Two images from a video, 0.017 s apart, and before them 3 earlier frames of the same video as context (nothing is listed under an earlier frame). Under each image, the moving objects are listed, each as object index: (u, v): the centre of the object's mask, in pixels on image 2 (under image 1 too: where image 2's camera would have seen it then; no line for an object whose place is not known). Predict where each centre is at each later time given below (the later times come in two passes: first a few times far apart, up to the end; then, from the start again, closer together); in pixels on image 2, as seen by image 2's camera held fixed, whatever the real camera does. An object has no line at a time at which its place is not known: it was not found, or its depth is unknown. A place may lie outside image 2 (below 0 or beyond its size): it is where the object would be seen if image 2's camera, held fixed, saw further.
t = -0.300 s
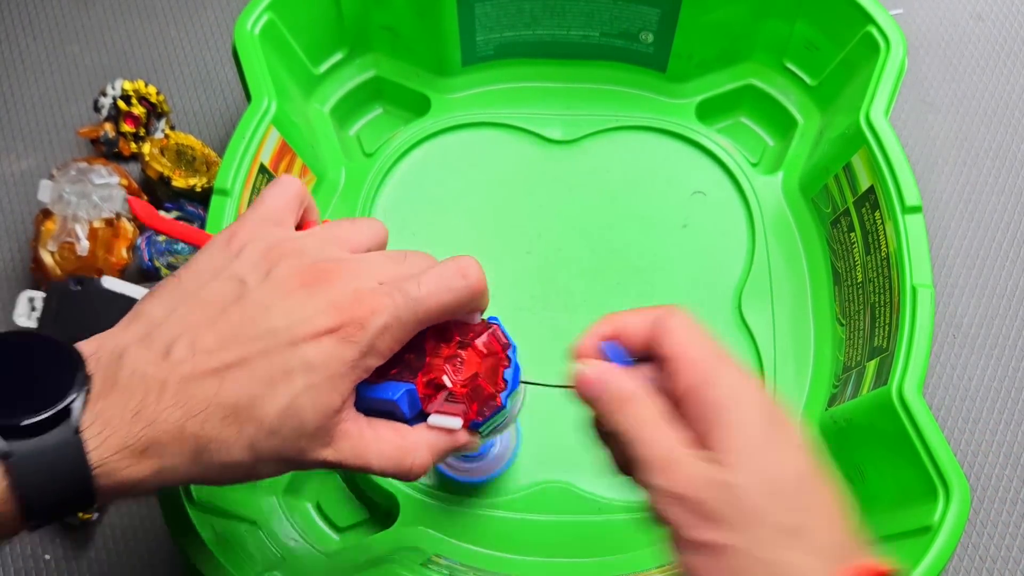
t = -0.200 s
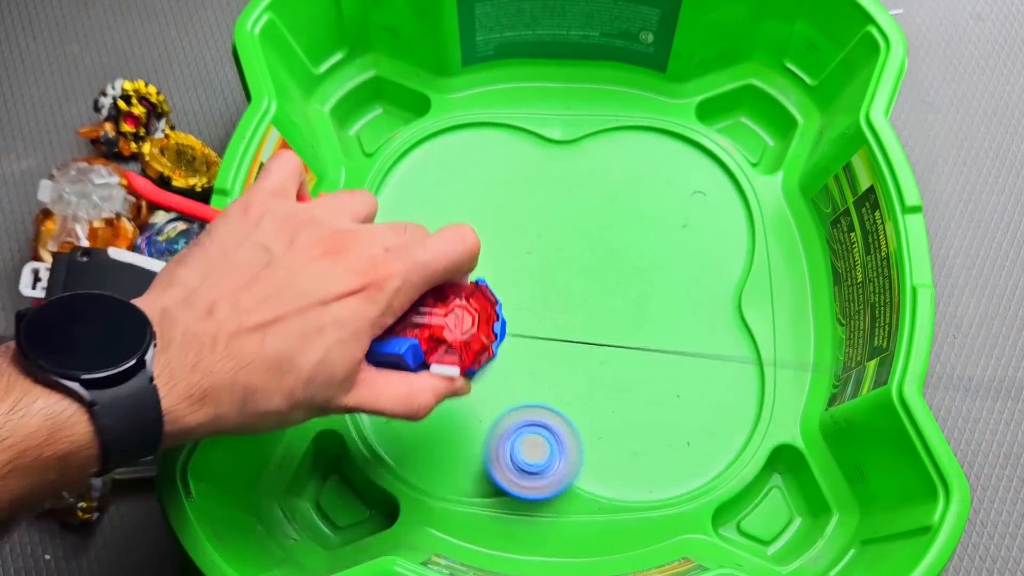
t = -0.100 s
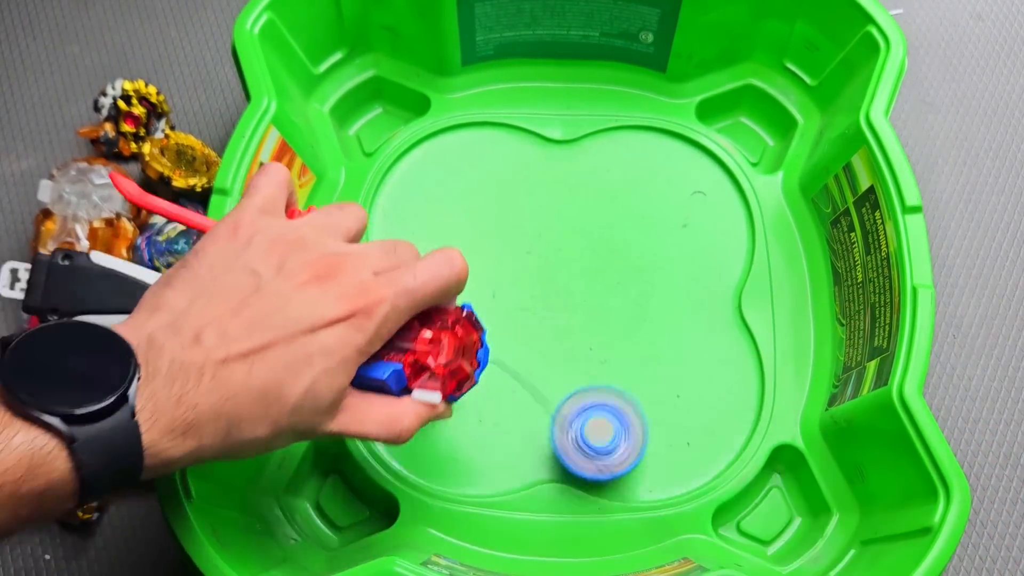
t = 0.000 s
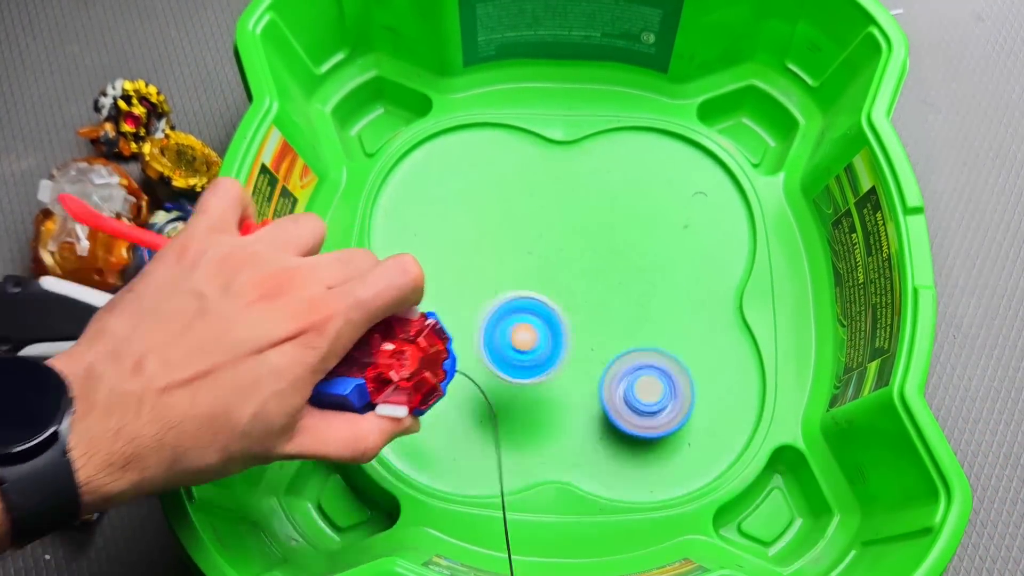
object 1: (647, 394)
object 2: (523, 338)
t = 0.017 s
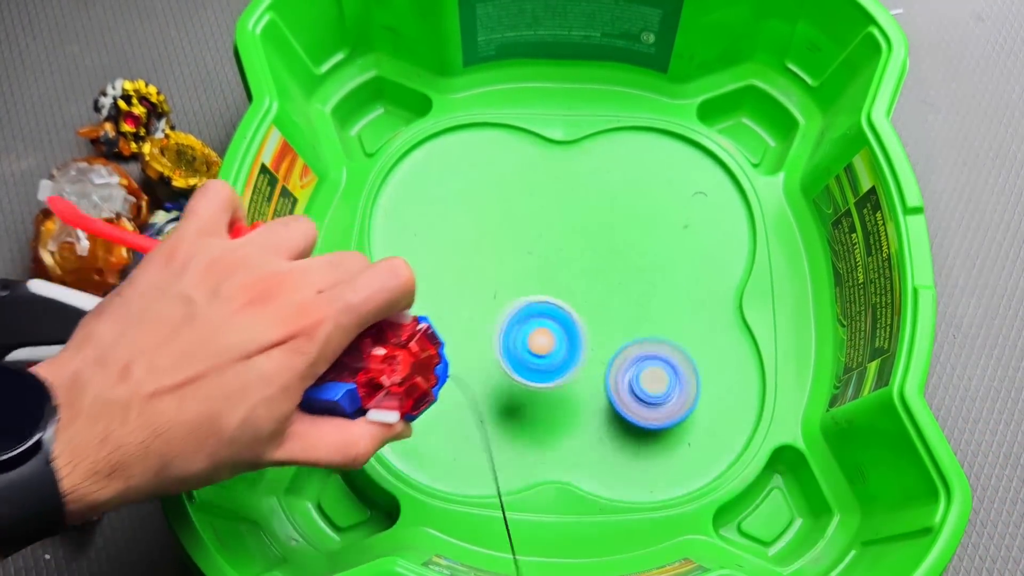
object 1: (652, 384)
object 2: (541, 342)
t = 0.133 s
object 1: (752, 320)
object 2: (590, 305)
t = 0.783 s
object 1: (518, 199)
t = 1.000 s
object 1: (488, 356)
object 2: (763, 371)
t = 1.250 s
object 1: (651, 459)
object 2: (577, 129)
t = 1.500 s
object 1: (745, 384)
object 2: (418, 353)
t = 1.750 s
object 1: (669, 248)
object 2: (700, 426)
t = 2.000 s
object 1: (487, 223)
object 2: (637, 158)
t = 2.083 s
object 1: (438, 250)
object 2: (563, 128)
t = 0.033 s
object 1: (657, 375)
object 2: (556, 349)
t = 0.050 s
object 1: (669, 366)
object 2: (564, 354)
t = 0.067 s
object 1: (690, 358)
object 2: (563, 352)
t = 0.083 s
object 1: (708, 349)
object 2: (570, 338)
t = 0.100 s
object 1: (721, 339)
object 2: (577, 326)
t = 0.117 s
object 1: (737, 329)
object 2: (584, 314)
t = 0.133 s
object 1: (752, 320)
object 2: (590, 305)
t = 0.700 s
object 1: (561, 165)
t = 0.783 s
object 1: (518, 199)
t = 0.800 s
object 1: (511, 209)
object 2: (524, 412)
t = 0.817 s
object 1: (504, 219)
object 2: (546, 423)
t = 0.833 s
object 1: (497, 228)
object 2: (569, 432)
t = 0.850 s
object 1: (490, 239)
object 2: (593, 439)
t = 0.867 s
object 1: (485, 250)
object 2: (618, 443)
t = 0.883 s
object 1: (481, 262)
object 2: (643, 445)
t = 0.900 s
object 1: (478, 275)
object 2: (669, 445)
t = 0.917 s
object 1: (476, 289)
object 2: (695, 443)
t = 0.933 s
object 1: (475, 303)
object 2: (721, 439)
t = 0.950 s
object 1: (476, 316)
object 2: (746, 432)
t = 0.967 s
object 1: (479, 329)
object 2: (757, 414)
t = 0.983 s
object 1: (482, 343)
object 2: (760, 392)
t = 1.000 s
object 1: (488, 356)
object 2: (763, 371)
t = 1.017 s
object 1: (495, 369)
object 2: (763, 353)
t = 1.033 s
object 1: (503, 382)
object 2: (754, 332)
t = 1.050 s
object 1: (512, 394)
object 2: (736, 310)
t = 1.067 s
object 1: (521, 405)
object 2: (719, 290)
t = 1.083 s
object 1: (531, 414)
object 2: (706, 267)
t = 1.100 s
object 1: (542, 422)
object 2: (692, 247)
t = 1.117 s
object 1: (554, 430)
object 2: (680, 226)
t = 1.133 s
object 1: (566, 437)
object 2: (668, 205)
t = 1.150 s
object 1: (578, 443)
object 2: (657, 185)
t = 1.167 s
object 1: (592, 448)
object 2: (647, 166)
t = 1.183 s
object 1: (605, 452)
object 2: (635, 148)
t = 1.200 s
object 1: (618, 455)
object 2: (623, 132)
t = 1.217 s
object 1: (629, 458)
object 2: (610, 119)
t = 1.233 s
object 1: (641, 459)
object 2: (594, 122)
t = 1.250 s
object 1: (651, 459)
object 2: (577, 129)
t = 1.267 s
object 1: (662, 459)
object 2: (559, 140)
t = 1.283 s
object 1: (673, 457)
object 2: (541, 153)
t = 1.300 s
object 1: (683, 455)
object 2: (524, 166)
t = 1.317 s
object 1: (692, 452)
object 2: (507, 174)
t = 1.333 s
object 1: (701, 449)
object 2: (491, 184)
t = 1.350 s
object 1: (709, 446)
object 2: (475, 196)
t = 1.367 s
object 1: (716, 441)
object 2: (461, 210)
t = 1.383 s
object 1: (723, 436)
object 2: (448, 223)
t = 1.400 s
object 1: (729, 430)
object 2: (437, 238)
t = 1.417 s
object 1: (734, 423)
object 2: (428, 255)
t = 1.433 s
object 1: (738, 417)
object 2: (421, 272)
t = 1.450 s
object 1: (741, 410)
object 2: (416, 292)
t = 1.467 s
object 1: (743, 402)
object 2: (414, 311)
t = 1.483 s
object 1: (744, 393)
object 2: (414, 332)
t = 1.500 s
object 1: (745, 384)
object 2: (418, 353)
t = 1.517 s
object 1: (746, 375)
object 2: (423, 375)
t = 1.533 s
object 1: (745, 366)
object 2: (432, 396)
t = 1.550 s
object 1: (744, 356)
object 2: (443, 417)
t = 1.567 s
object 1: (742, 347)
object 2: (456, 435)
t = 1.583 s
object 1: (739, 337)
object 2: (472, 455)
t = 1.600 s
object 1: (735, 327)
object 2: (491, 472)
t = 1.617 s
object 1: (731, 318)
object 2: (511, 484)
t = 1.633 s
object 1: (726, 307)
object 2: (534, 478)
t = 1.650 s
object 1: (721, 297)
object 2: (557, 469)
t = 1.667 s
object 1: (715, 288)
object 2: (580, 462)
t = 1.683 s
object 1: (707, 280)
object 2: (602, 456)
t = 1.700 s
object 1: (699, 271)
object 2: (625, 450)
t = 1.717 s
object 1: (690, 263)
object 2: (651, 441)
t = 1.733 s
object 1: (679, 255)
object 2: (677, 433)
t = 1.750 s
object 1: (669, 248)
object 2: (700, 426)
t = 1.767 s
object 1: (658, 241)
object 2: (724, 412)
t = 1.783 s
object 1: (647, 235)
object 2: (747, 399)
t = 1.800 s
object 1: (635, 229)
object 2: (765, 387)
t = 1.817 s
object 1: (624, 224)
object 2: (756, 363)
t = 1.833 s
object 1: (612, 220)
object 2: (745, 340)
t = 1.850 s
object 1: (599, 216)
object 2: (732, 319)
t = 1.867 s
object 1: (587, 214)
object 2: (719, 301)
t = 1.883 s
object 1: (575, 212)
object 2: (705, 284)
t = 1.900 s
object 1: (562, 211)
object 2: (697, 262)
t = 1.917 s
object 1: (548, 211)
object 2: (689, 240)
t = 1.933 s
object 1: (536, 212)
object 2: (680, 221)
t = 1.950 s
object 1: (524, 214)
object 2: (671, 204)
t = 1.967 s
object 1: (512, 216)
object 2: (660, 187)
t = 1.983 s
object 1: (499, 220)
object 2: (649, 171)
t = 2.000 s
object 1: (487, 223)
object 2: (637, 158)
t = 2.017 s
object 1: (476, 228)
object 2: (623, 145)
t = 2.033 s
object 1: (465, 232)
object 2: (609, 134)
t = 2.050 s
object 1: (456, 238)
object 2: (594, 125)
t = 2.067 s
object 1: (447, 244)
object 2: (579, 124)
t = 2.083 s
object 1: (438, 250)
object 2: (563, 128)
